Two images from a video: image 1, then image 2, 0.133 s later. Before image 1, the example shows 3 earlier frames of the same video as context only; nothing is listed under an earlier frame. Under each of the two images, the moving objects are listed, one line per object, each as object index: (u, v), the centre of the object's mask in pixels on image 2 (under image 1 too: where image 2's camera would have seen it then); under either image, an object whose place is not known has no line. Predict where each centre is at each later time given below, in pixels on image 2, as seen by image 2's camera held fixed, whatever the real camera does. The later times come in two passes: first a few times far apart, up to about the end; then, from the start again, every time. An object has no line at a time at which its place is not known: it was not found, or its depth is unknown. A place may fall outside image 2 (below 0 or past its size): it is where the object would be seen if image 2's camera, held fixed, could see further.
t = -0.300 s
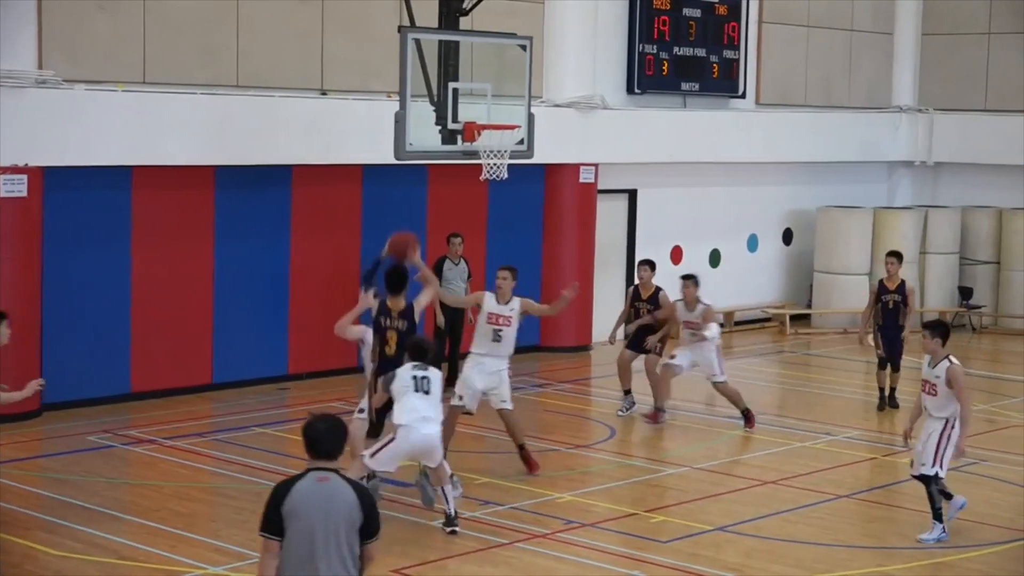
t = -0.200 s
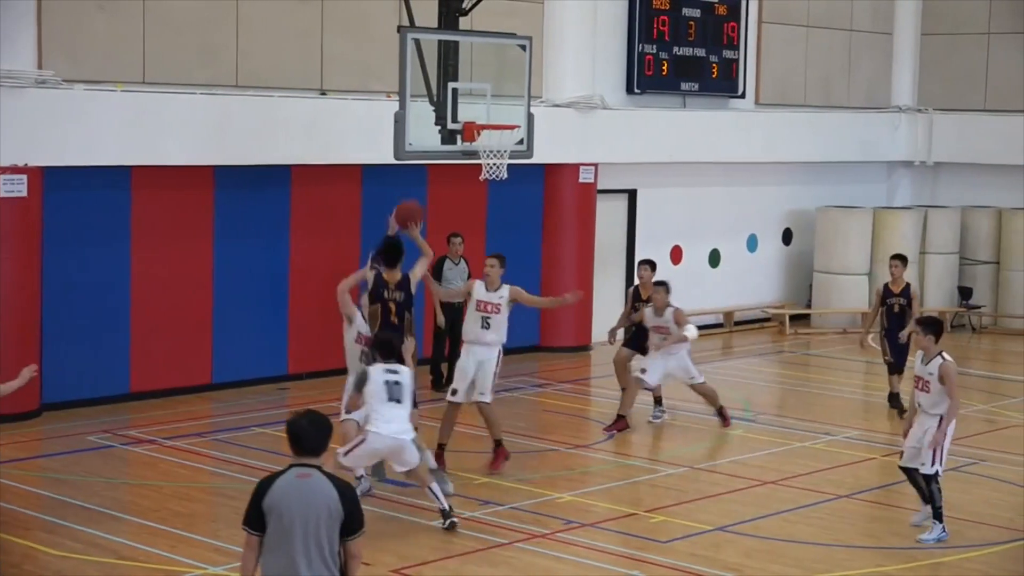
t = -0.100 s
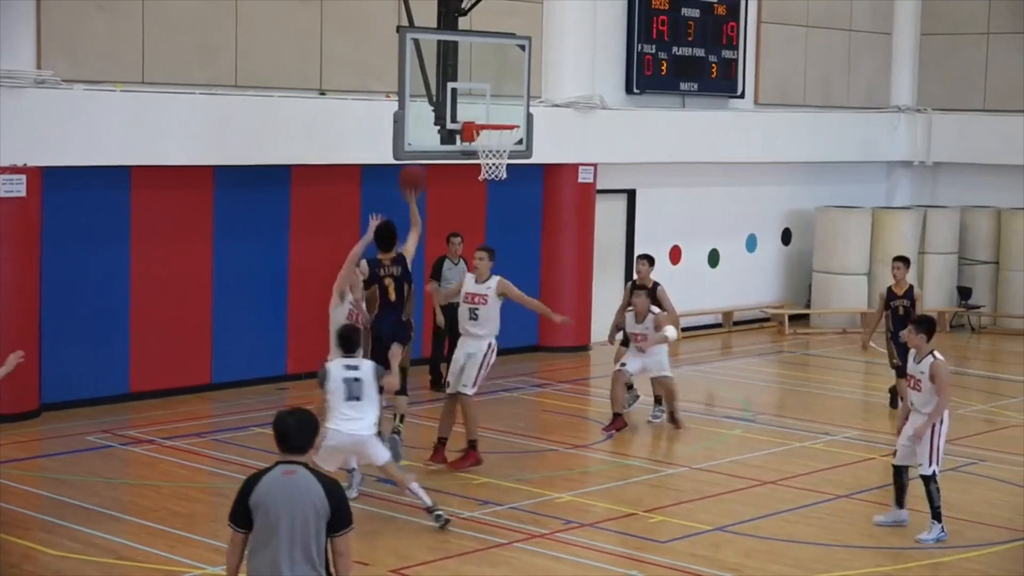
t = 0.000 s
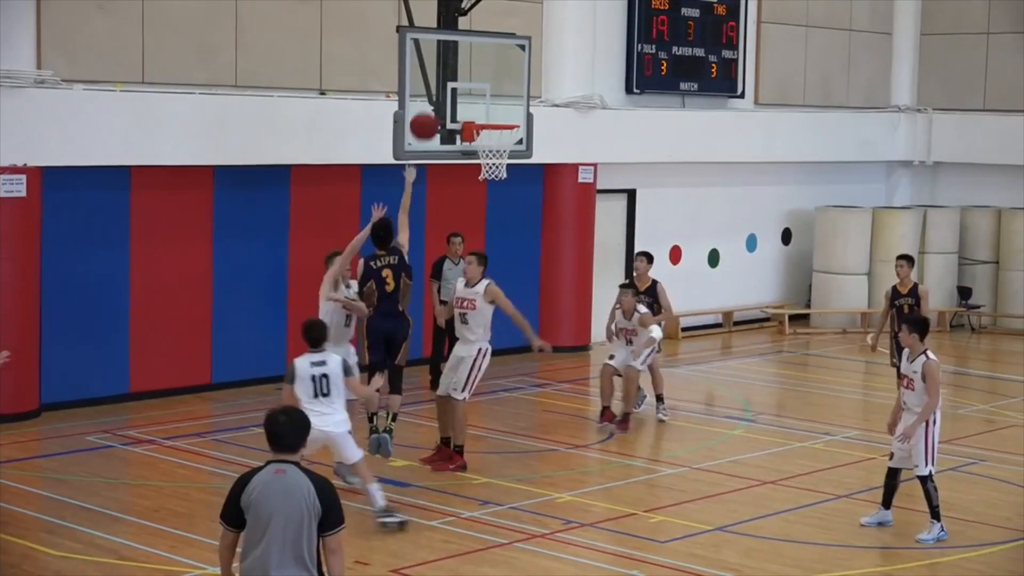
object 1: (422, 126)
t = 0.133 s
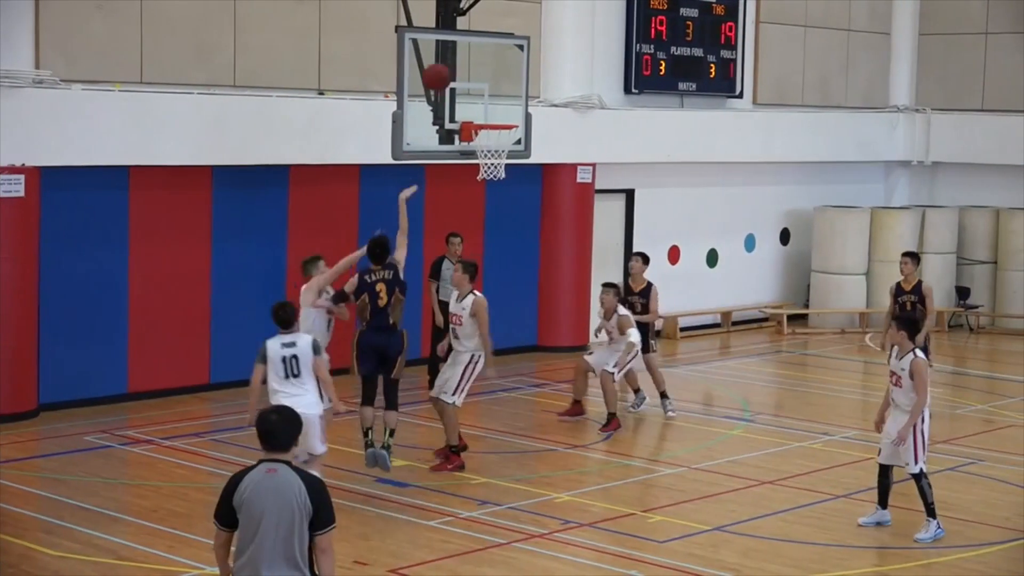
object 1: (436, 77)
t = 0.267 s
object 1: (450, 52)
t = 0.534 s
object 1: (472, 61)
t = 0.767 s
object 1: (487, 121)
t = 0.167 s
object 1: (441, 69)
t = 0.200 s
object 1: (443, 62)
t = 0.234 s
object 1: (447, 57)
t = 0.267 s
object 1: (450, 52)
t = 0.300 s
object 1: (453, 48)
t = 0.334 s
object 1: (456, 47)
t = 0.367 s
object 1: (459, 46)
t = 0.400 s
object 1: (461, 47)
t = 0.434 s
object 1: (465, 49)
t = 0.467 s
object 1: (467, 52)
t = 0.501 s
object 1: (470, 56)
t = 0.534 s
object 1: (472, 61)
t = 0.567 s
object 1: (475, 67)
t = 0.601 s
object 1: (477, 74)
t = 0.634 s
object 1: (479, 82)
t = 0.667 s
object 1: (482, 92)
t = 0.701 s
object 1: (484, 102)
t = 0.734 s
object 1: (486, 115)
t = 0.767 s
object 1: (487, 121)
